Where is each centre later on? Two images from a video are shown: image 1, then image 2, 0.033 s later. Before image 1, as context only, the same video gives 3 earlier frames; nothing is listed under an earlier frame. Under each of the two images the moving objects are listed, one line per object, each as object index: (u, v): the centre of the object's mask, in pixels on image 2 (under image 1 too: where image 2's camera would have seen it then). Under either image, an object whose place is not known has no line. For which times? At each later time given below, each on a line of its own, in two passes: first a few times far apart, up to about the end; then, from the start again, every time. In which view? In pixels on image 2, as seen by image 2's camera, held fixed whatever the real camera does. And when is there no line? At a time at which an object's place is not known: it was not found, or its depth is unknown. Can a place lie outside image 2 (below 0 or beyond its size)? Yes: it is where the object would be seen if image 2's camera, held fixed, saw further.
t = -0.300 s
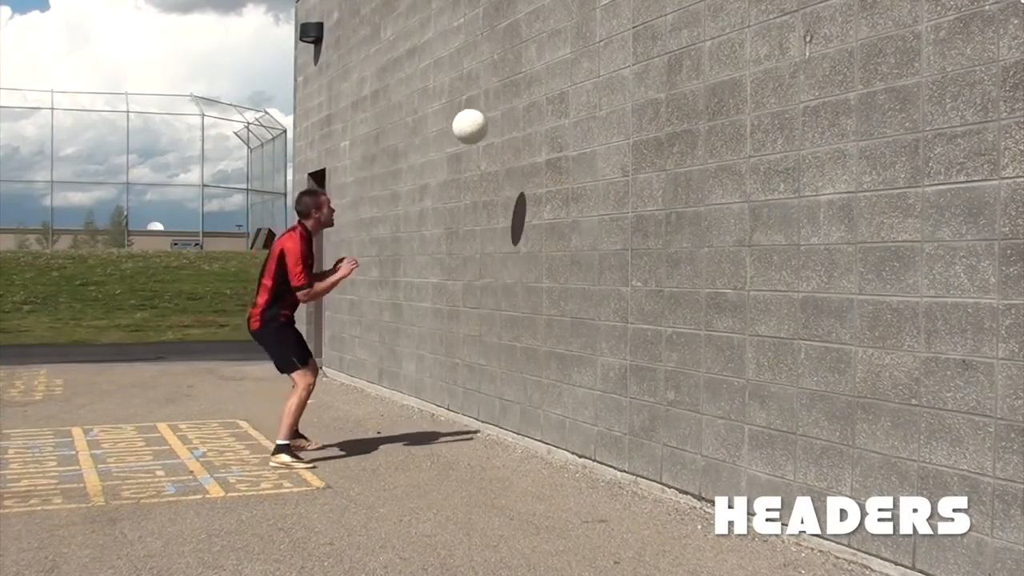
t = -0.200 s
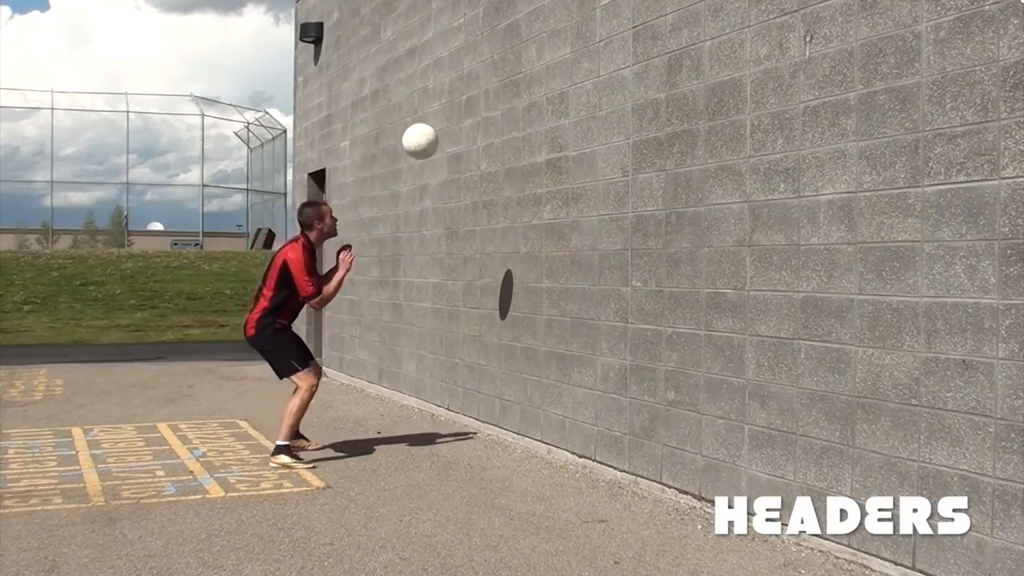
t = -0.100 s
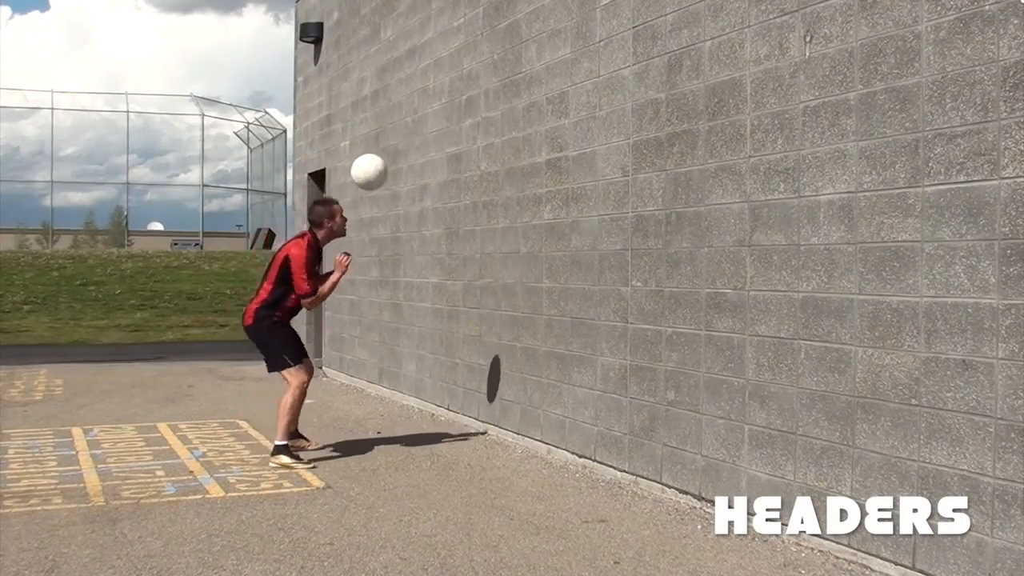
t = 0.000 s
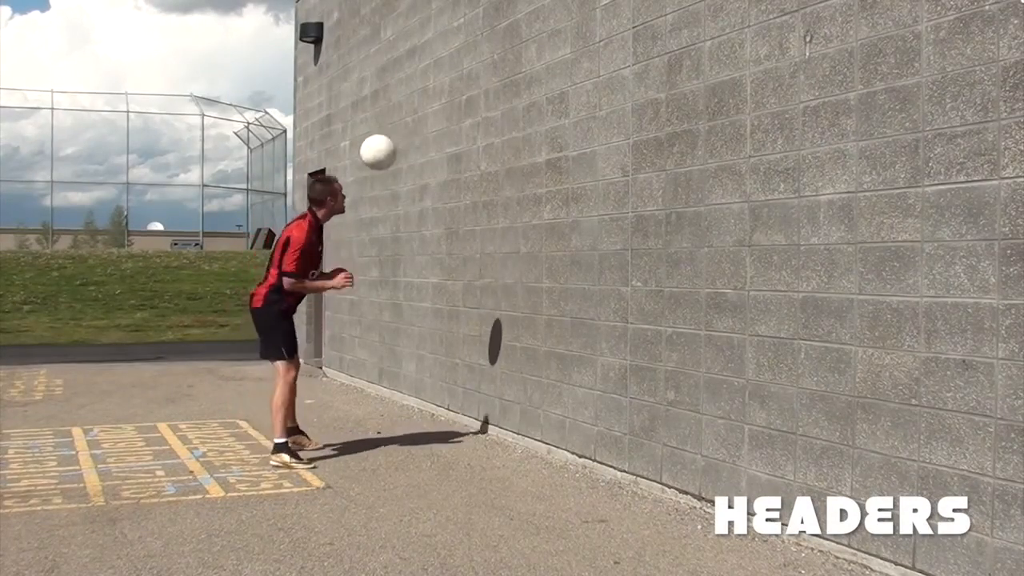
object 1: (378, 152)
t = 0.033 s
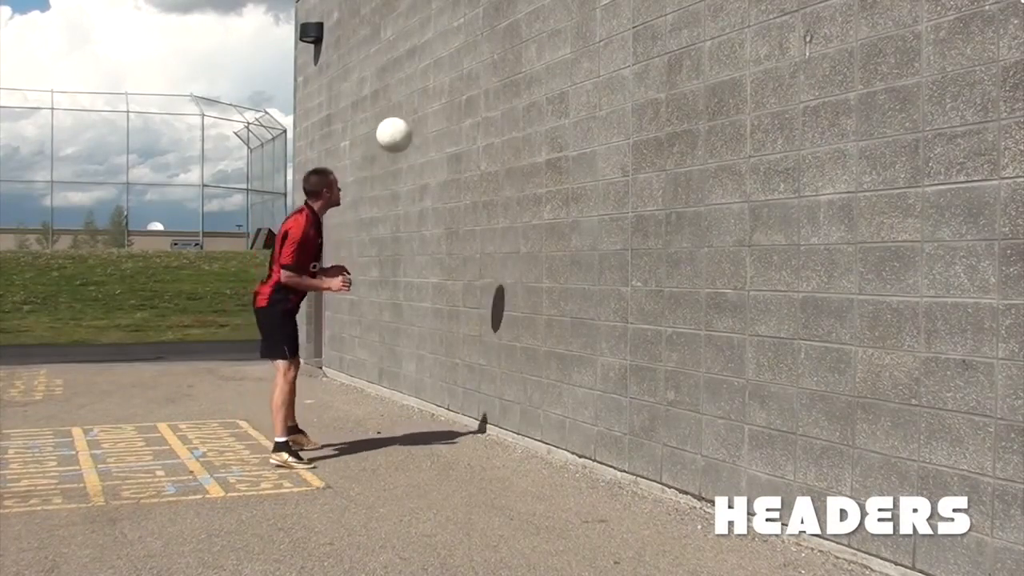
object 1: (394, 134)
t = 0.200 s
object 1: (468, 77)
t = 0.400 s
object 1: (471, 57)
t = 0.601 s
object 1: (394, 90)
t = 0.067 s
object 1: (409, 119)
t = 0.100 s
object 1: (425, 106)
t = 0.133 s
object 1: (439, 94)
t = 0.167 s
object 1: (454, 84)
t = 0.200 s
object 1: (468, 77)
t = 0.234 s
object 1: (483, 70)
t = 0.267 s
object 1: (497, 66)
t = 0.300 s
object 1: (508, 64)
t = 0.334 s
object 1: (496, 60)
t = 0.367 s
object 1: (484, 58)
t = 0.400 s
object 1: (471, 57)
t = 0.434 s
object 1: (458, 58)
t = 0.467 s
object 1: (446, 61)
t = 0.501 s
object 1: (433, 66)
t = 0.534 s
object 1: (420, 72)
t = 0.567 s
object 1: (407, 80)
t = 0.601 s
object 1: (394, 90)
